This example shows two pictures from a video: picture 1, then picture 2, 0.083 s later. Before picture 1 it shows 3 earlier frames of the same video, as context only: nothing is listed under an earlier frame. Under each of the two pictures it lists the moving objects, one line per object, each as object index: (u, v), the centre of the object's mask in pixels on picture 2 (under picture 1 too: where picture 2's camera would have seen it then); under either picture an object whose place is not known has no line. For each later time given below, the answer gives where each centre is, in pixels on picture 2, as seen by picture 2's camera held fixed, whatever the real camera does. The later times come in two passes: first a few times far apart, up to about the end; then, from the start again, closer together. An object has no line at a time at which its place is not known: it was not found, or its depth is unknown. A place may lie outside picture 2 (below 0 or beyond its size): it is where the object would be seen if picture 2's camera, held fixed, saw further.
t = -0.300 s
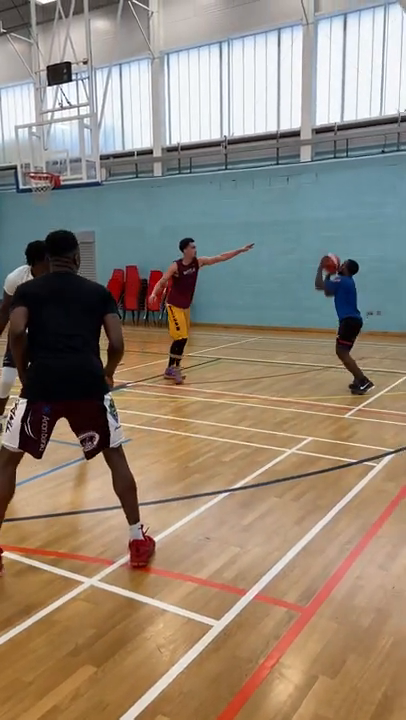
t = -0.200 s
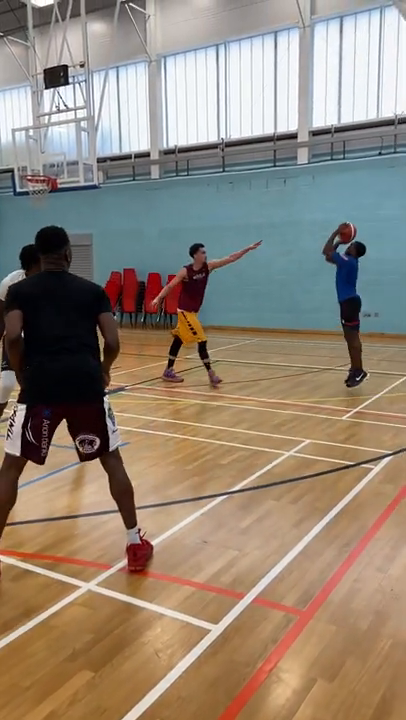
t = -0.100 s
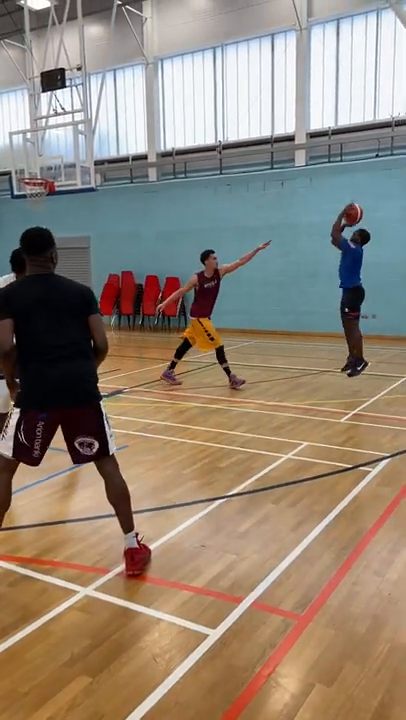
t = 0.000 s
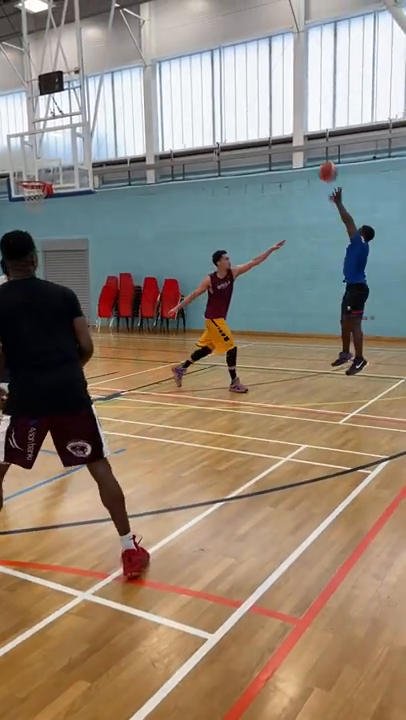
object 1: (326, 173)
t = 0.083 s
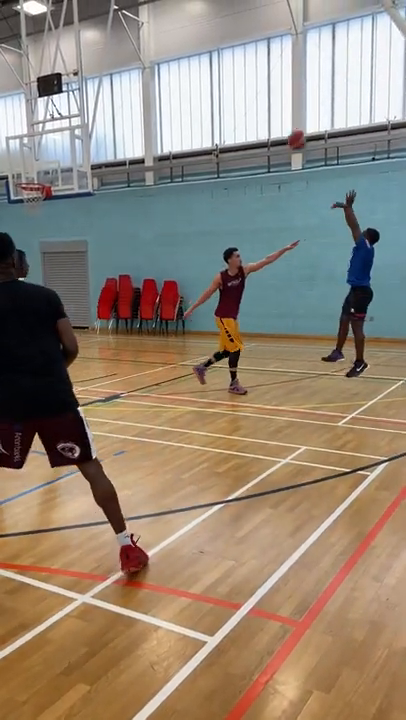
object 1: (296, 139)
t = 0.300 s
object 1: (226, 83)
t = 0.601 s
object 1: (143, 71)
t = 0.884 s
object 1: (80, 117)
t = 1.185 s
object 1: (27, 203)
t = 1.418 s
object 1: (4, 235)
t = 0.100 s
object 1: (291, 134)
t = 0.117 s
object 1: (285, 128)
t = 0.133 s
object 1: (279, 123)
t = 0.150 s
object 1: (274, 118)
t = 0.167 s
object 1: (268, 113)
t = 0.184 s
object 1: (263, 108)
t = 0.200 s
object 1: (257, 103)
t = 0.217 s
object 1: (252, 99)
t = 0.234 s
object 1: (247, 96)
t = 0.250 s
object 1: (242, 92)
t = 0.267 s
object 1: (236, 89)
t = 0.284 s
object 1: (231, 85)
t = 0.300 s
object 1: (226, 83)
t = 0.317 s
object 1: (221, 80)
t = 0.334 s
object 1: (216, 78)
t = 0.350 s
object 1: (211, 75)
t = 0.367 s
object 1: (206, 74)
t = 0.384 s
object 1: (201, 72)
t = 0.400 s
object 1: (196, 71)
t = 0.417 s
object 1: (192, 69)
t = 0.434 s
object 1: (187, 69)
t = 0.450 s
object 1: (182, 68)
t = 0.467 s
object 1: (178, 67)
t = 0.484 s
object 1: (173, 67)
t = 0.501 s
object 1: (168, 67)
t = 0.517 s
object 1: (164, 67)
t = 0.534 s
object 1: (160, 67)
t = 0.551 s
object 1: (156, 68)
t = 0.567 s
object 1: (151, 69)
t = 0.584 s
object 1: (147, 70)
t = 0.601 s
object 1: (143, 71)
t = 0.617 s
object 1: (139, 71)
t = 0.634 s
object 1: (135, 73)
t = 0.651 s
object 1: (131, 75)
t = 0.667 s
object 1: (127, 77)
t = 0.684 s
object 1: (123, 79)
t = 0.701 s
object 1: (118, 81)
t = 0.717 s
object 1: (115, 84)
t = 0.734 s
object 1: (111, 86)
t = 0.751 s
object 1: (107, 89)
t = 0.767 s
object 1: (104, 92)
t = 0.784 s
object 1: (100, 95)
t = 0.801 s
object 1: (97, 98)
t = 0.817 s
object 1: (93, 102)
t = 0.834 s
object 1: (89, 105)
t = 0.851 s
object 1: (86, 109)
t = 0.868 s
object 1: (83, 113)
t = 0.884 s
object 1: (80, 117)
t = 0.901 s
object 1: (76, 121)
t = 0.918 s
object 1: (72, 125)
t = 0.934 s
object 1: (69, 129)
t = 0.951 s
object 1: (66, 134)
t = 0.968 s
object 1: (63, 138)
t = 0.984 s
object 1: (60, 143)
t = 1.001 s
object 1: (57, 148)
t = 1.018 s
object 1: (54, 152)
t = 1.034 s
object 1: (50, 158)
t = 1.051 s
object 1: (48, 163)
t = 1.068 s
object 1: (44, 168)
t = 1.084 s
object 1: (42, 174)
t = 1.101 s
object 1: (39, 178)
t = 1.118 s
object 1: (35, 184)
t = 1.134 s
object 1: (33, 191)
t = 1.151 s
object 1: (28, 196)
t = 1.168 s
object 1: (28, 200)
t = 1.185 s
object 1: (27, 203)
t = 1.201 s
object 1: (25, 204)
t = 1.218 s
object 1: (24, 205)
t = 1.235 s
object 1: (22, 206)
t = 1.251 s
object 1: (21, 207)
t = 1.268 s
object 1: (19, 210)
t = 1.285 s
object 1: (17, 213)
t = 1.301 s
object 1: (16, 215)
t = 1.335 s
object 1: (13, 220)
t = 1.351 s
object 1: (11, 223)
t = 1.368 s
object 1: (10, 226)
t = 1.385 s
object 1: (8, 229)
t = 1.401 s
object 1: (6, 232)
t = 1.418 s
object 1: (4, 235)
